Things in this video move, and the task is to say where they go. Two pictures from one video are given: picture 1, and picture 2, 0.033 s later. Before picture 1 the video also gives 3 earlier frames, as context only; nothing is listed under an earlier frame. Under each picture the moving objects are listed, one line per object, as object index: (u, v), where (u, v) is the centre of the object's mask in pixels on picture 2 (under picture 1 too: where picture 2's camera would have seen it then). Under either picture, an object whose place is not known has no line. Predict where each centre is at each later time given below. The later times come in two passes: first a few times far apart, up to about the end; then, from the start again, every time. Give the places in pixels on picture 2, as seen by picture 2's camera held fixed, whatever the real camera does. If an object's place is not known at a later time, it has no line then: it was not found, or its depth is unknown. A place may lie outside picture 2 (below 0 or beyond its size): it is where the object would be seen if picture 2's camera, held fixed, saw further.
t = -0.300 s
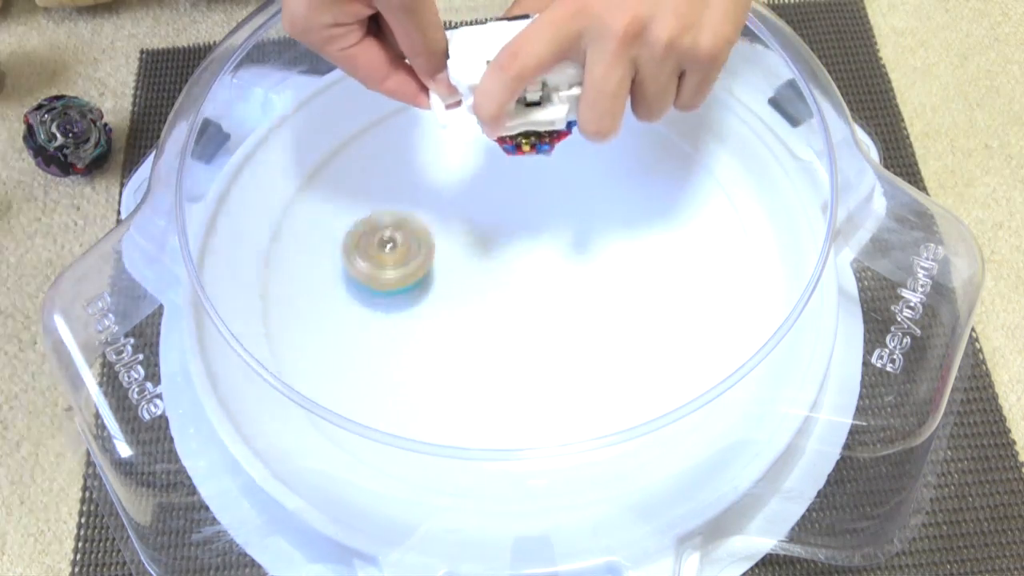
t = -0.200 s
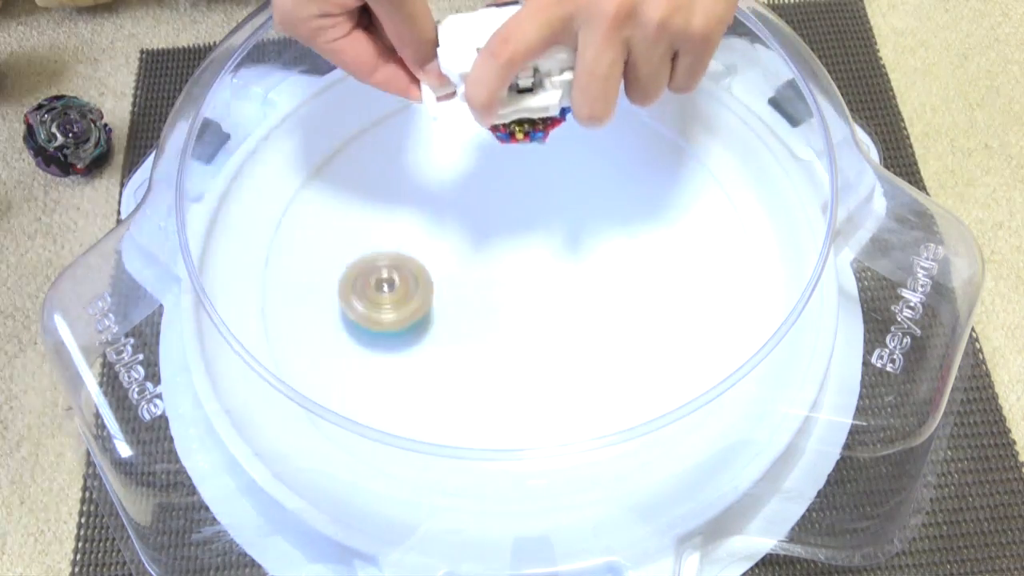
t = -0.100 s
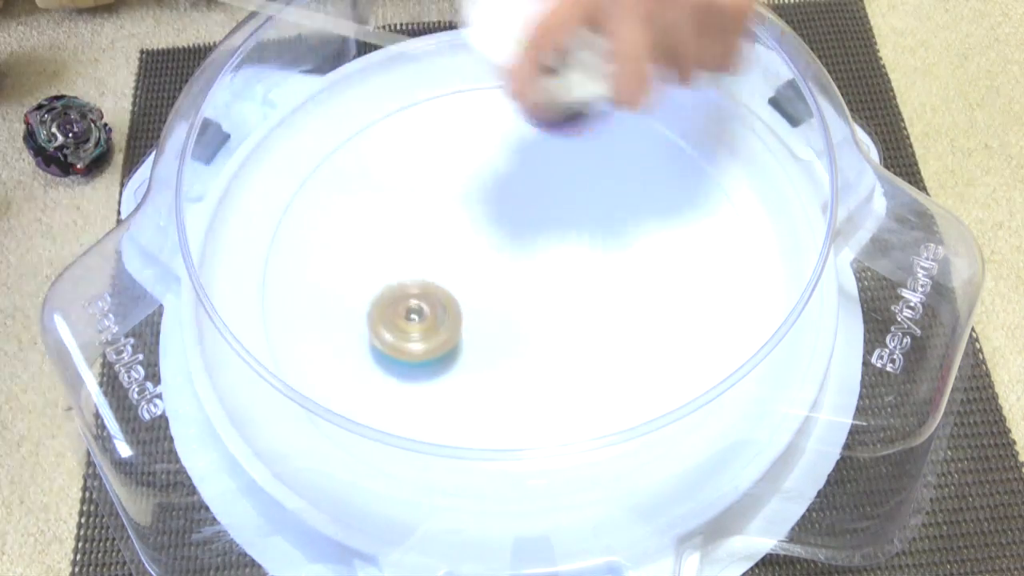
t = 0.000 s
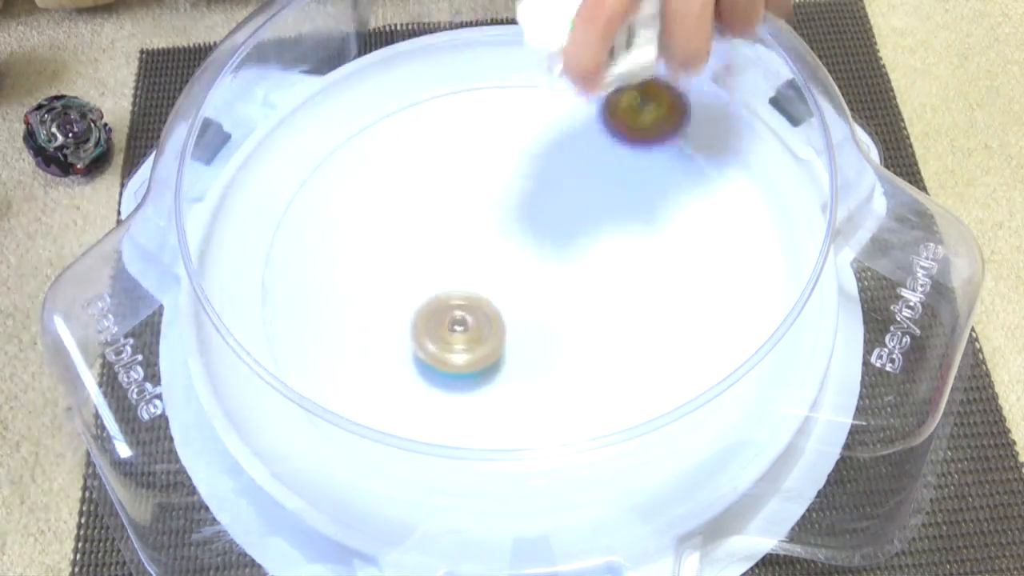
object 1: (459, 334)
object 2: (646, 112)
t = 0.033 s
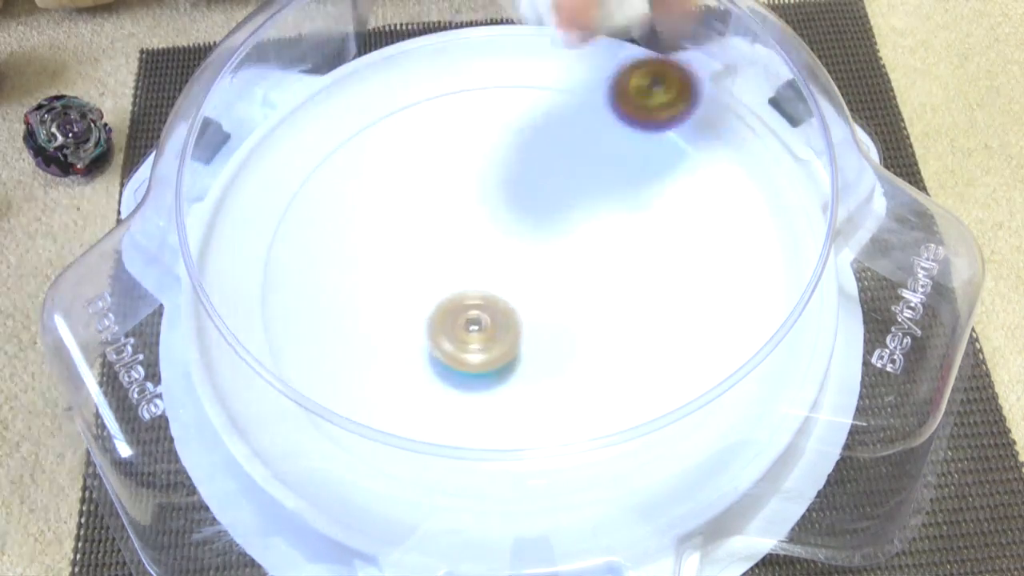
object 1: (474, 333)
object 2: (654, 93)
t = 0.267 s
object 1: (547, 268)
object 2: (592, 158)
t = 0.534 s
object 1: (419, 433)
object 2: (444, 137)
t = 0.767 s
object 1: (558, 399)
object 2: (417, 395)
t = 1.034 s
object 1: (597, 248)
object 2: (674, 386)
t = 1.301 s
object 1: (473, 197)
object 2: (613, 92)
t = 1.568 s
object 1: (412, 261)
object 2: (262, 262)
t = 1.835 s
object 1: (481, 296)
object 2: (739, 289)
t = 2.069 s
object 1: (521, 279)
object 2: (273, 225)
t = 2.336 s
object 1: (523, 241)
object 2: (696, 146)
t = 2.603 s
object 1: (511, 249)
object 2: (352, 415)
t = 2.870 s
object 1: (523, 269)
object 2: (650, 107)
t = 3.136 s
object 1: (536, 277)
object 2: (300, 352)
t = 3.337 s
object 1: (539, 277)
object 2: (717, 358)
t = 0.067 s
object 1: (490, 330)
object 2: (663, 90)
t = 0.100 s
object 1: (505, 324)
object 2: (670, 102)
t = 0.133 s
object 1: (518, 316)
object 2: (668, 100)
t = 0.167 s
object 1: (529, 306)
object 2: (662, 108)
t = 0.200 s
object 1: (538, 294)
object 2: (646, 122)
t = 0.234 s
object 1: (544, 281)
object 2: (622, 140)
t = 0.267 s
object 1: (547, 268)
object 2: (592, 158)
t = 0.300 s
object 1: (543, 266)
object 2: (562, 171)
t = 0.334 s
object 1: (515, 304)
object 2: (556, 134)
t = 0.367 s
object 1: (488, 337)
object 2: (548, 100)
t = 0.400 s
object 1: (462, 367)
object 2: (535, 70)
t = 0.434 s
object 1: (442, 389)
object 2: (514, 72)
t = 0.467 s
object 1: (429, 404)
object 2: (492, 92)
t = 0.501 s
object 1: (419, 422)
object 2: (468, 113)
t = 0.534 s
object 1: (419, 433)
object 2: (444, 137)
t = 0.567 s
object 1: (426, 439)
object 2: (422, 166)
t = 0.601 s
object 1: (440, 441)
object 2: (405, 201)
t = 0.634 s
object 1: (459, 439)
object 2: (394, 240)
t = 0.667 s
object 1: (482, 434)
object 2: (389, 283)
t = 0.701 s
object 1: (509, 416)
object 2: (392, 325)
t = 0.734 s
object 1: (534, 410)
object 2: (401, 361)
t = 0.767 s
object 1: (558, 399)
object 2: (417, 395)
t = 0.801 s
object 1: (579, 384)
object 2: (438, 432)
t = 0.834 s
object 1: (596, 359)
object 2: (467, 456)
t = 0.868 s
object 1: (607, 340)
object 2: (500, 475)
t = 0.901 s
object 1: (614, 319)
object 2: (536, 471)
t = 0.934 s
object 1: (615, 300)
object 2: (574, 461)
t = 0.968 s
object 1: (613, 281)
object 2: (611, 441)
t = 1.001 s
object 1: (607, 263)
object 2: (642, 416)
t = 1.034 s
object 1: (597, 248)
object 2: (674, 386)
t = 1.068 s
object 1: (586, 234)
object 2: (699, 349)
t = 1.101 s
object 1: (571, 223)
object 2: (720, 311)
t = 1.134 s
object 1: (556, 214)
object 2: (734, 270)
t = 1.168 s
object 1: (540, 206)
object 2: (743, 223)
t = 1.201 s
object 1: (523, 200)
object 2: (725, 185)
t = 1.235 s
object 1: (506, 196)
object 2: (692, 148)
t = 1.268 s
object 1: (489, 196)
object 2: (657, 113)
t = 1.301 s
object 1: (473, 197)
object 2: (613, 92)
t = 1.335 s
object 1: (458, 201)
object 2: (559, 79)
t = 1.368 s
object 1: (444, 206)
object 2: (507, 73)
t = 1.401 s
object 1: (432, 213)
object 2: (454, 75)
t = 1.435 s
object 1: (422, 222)
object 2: (401, 93)
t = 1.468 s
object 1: (415, 231)
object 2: (351, 119)
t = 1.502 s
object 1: (411, 242)
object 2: (307, 157)
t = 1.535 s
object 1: (410, 252)
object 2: (279, 206)
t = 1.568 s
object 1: (412, 261)
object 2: (262, 262)
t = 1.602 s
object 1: (417, 269)
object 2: (276, 323)
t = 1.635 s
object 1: (424, 277)
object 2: (304, 387)
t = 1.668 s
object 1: (433, 282)
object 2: (367, 439)
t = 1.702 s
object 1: (442, 288)
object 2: (454, 466)
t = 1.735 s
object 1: (452, 293)
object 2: (552, 468)
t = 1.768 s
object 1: (462, 295)
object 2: (643, 425)
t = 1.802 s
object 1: (472, 296)
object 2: (709, 366)
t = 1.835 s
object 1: (481, 296)
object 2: (739, 289)
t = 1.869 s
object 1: (489, 296)
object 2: (730, 204)
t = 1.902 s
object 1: (497, 294)
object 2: (677, 132)
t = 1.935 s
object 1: (504, 292)
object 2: (612, 90)
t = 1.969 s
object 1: (509, 289)
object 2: (512, 69)
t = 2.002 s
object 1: (514, 286)
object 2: (411, 87)
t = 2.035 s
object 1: (518, 282)
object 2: (324, 140)
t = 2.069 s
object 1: (521, 279)
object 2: (273, 225)
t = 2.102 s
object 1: (524, 275)
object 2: (281, 330)
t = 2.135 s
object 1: (526, 271)
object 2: (349, 417)
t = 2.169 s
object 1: (526, 266)
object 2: (465, 461)
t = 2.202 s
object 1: (527, 260)
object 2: (597, 447)
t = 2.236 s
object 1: (527, 255)
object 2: (687, 388)
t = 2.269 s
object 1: (526, 250)
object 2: (732, 311)
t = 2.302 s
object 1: (524, 245)
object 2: (735, 223)
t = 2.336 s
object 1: (523, 241)
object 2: (696, 146)
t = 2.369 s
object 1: (521, 239)
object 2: (636, 97)
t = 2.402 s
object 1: (519, 237)
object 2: (546, 72)
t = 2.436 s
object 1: (517, 238)
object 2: (453, 73)
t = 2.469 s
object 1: (516, 239)
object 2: (366, 106)
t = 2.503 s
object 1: (514, 241)
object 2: (301, 169)
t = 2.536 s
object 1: (513, 243)
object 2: (271, 256)
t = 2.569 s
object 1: (512, 246)
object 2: (290, 342)
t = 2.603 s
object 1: (511, 249)
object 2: (352, 415)
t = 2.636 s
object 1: (511, 253)
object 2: (458, 458)
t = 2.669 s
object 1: (511, 256)
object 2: (563, 464)
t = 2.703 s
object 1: (513, 259)
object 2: (654, 415)
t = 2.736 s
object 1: (515, 262)
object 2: (709, 352)
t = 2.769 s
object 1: (517, 264)
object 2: (740, 285)
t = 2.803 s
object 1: (519, 266)
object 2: (737, 214)
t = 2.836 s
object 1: (521, 268)
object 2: (703, 153)
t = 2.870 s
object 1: (523, 269)
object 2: (650, 107)
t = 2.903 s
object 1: (525, 271)
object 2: (582, 77)
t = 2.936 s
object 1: (527, 272)
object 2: (509, 69)
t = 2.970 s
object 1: (529, 274)
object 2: (435, 77)
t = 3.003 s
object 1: (530, 274)
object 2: (362, 107)
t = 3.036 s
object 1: (532, 275)
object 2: (311, 156)
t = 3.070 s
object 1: (534, 276)
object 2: (275, 215)
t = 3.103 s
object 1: (535, 276)
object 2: (270, 286)
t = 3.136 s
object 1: (536, 277)
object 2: (300, 352)
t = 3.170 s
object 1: (537, 277)
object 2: (350, 415)
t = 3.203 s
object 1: (538, 277)
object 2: (427, 450)
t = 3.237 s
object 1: (538, 277)
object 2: (512, 462)
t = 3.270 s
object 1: (539, 277)
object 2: (602, 451)
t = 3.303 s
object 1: (539, 277)
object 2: (666, 410)
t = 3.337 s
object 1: (539, 277)
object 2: (717, 358)
